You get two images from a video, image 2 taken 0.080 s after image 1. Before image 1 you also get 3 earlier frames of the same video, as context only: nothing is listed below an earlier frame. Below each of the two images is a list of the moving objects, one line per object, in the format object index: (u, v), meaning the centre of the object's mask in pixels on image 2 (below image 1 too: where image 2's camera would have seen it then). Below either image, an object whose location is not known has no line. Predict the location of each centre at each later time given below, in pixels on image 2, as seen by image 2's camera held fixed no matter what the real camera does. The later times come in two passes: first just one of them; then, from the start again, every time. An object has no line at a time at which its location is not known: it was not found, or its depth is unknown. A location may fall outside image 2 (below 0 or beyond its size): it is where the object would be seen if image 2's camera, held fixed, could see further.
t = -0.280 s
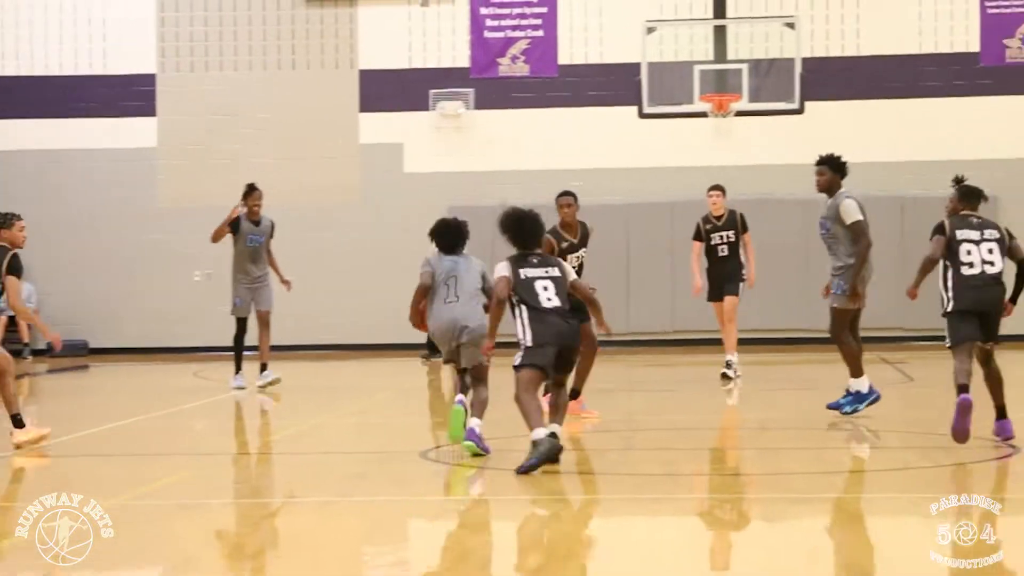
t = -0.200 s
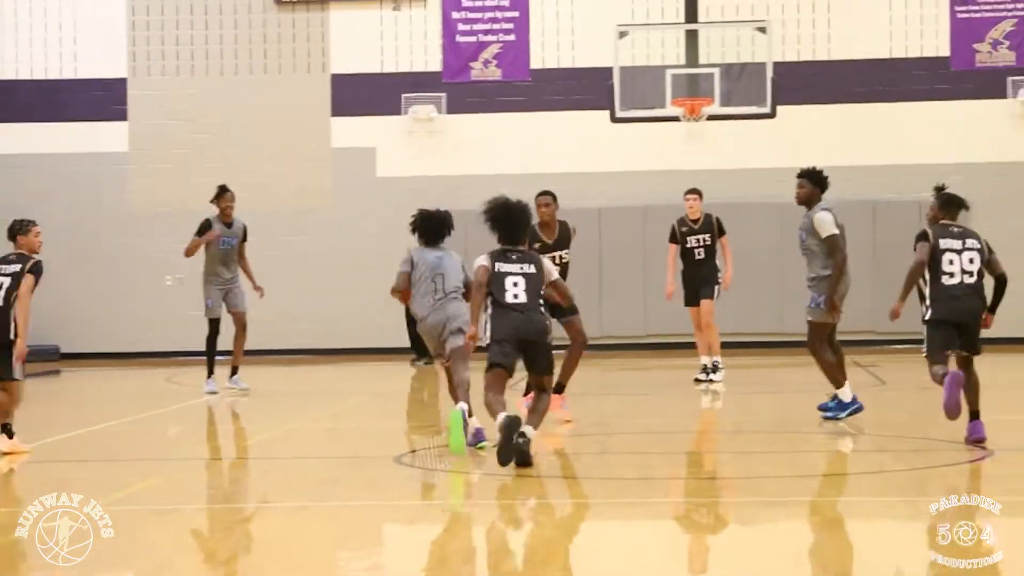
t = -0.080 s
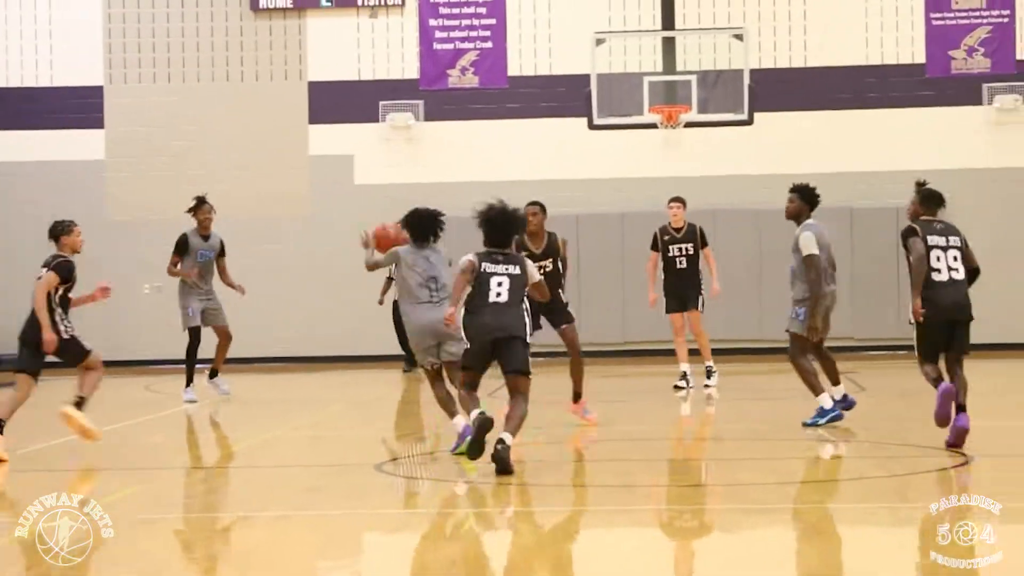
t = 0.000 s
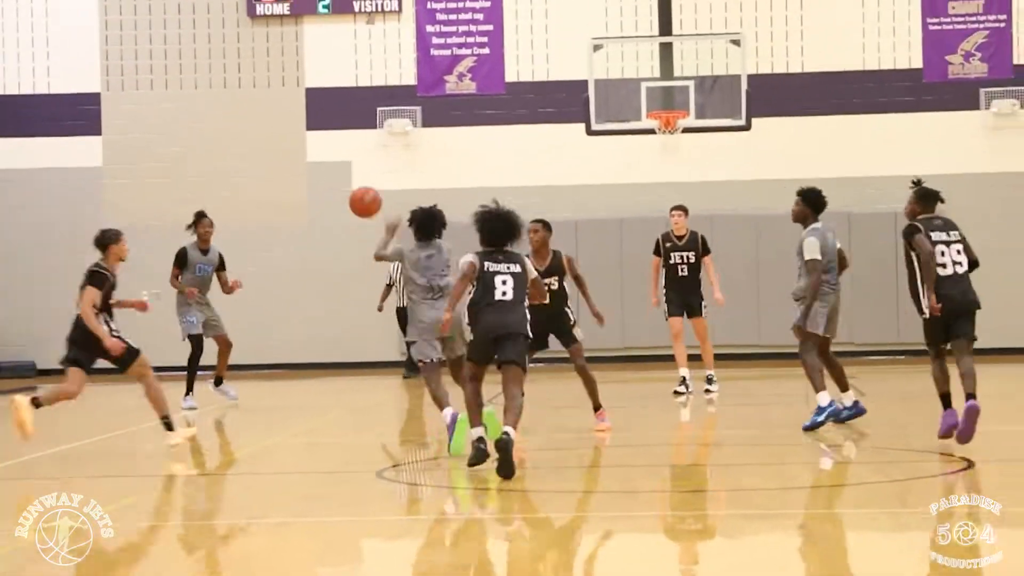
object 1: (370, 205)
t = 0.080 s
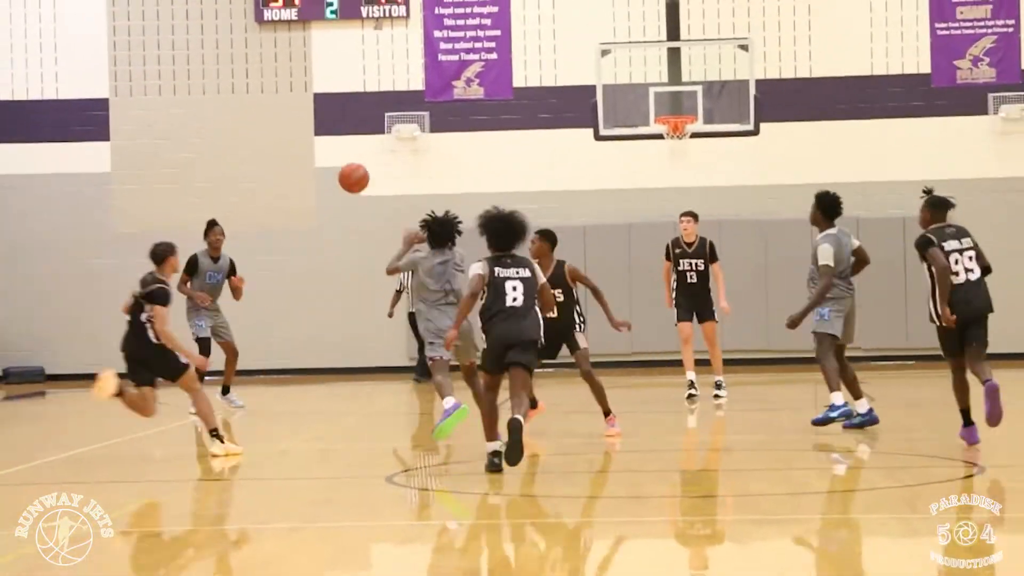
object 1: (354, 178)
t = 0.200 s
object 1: (336, 161)
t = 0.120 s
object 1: (348, 170)
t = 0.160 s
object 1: (343, 165)
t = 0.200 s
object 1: (336, 161)
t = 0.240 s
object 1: (332, 158)
